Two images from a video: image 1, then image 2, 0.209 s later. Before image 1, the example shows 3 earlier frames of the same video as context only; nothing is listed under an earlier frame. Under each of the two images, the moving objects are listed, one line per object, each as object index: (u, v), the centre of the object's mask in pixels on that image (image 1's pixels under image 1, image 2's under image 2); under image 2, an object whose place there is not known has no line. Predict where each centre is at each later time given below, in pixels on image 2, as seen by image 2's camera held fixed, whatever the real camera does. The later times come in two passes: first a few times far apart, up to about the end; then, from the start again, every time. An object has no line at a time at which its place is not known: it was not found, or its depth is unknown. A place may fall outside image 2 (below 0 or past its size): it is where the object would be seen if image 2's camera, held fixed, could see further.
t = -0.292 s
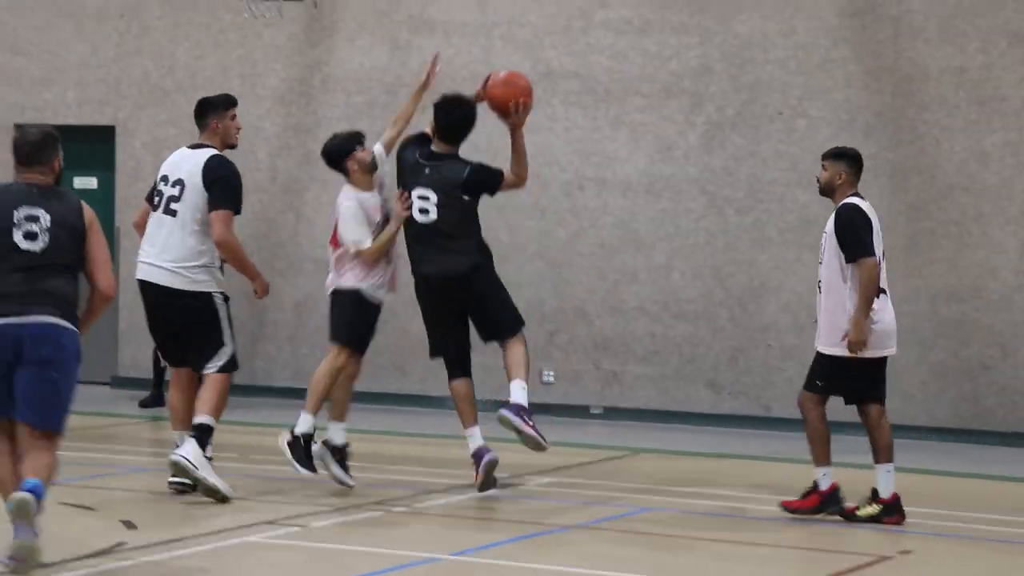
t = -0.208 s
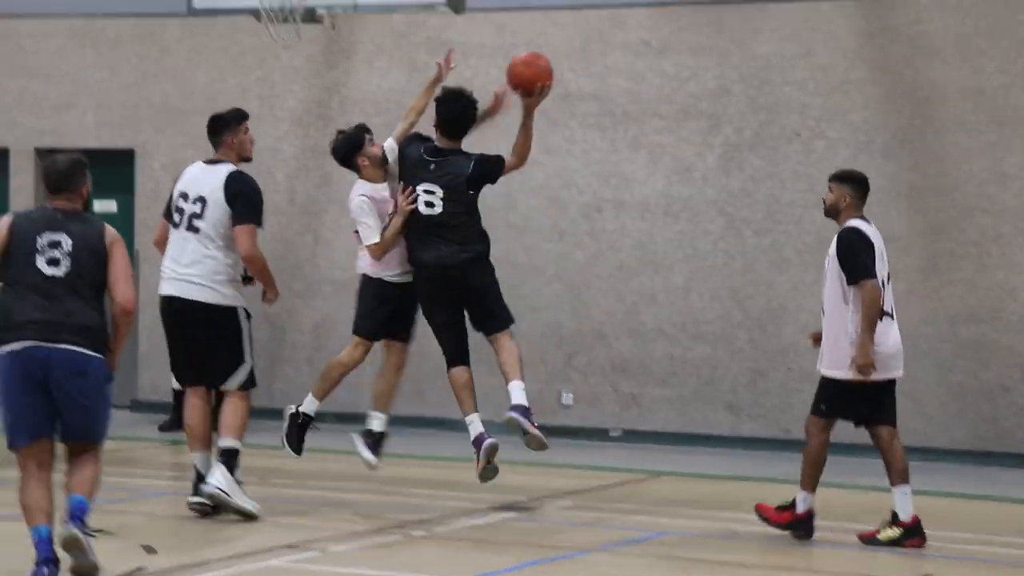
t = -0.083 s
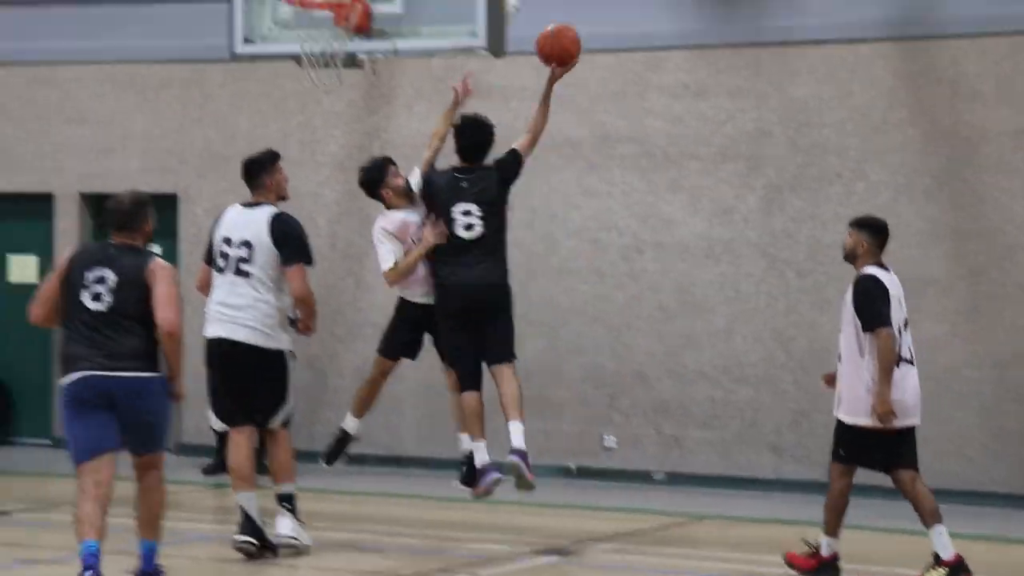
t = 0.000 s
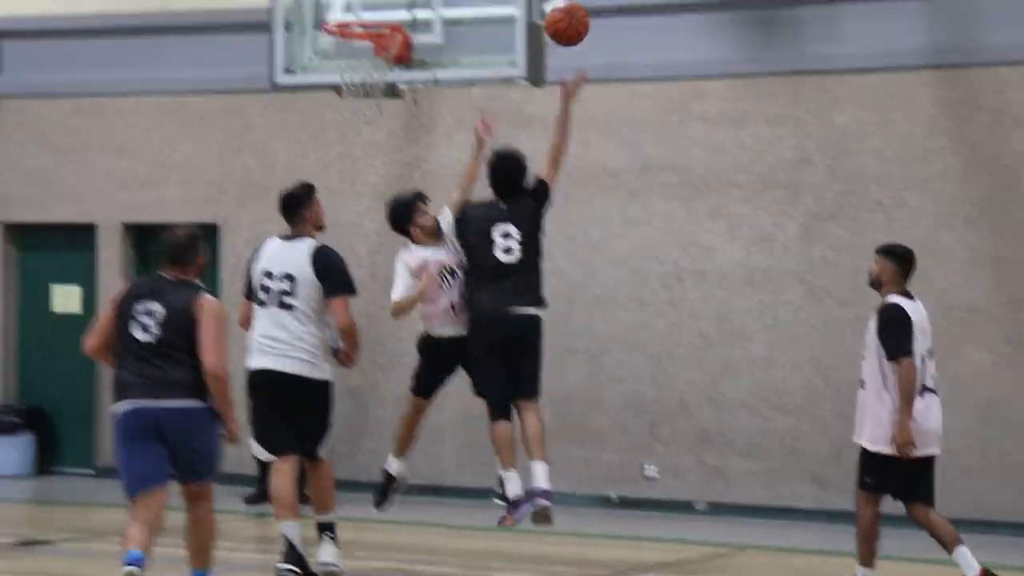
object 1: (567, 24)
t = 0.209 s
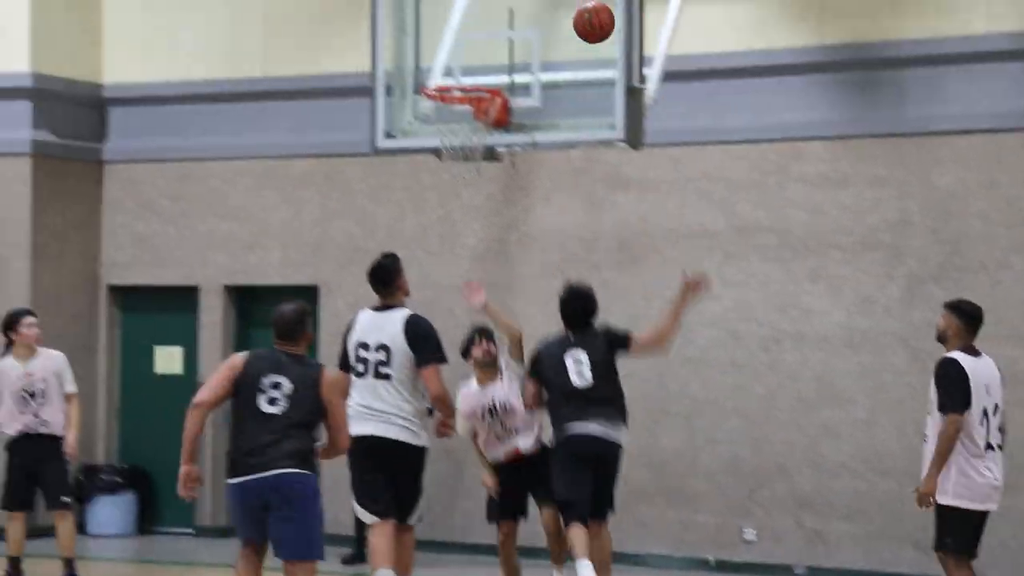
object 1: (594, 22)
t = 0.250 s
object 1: (580, 20)
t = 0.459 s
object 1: (507, 33)
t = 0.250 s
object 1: (580, 20)
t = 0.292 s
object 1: (568, 19)
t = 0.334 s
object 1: (555, 23)
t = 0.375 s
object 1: (541, 25)
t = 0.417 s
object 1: (524, 28)
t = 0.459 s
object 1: (507, 33)
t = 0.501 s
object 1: (490, 42)
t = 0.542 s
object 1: (472, 53)
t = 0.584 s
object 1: (456, 68)
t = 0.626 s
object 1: (448, 71)
